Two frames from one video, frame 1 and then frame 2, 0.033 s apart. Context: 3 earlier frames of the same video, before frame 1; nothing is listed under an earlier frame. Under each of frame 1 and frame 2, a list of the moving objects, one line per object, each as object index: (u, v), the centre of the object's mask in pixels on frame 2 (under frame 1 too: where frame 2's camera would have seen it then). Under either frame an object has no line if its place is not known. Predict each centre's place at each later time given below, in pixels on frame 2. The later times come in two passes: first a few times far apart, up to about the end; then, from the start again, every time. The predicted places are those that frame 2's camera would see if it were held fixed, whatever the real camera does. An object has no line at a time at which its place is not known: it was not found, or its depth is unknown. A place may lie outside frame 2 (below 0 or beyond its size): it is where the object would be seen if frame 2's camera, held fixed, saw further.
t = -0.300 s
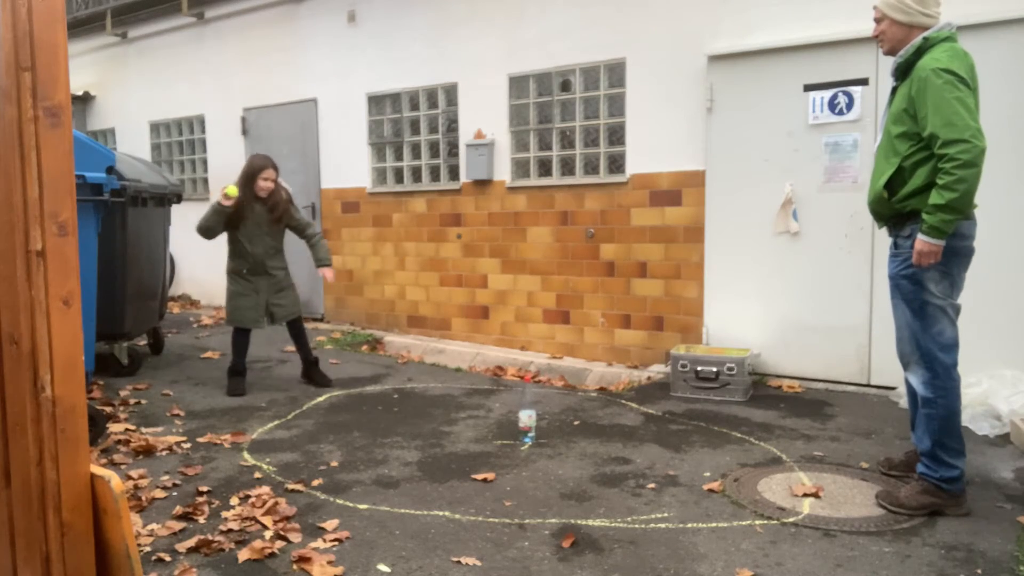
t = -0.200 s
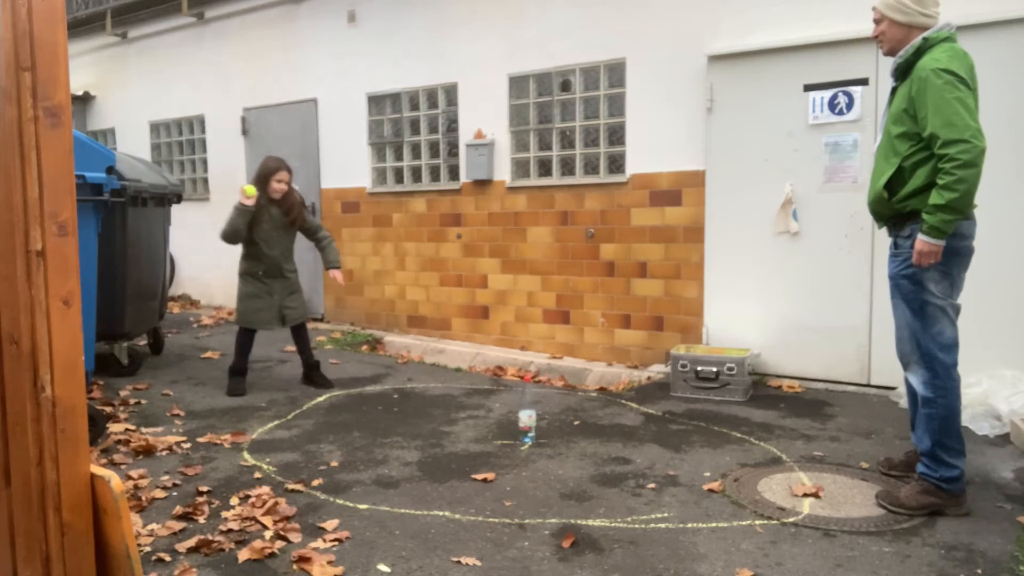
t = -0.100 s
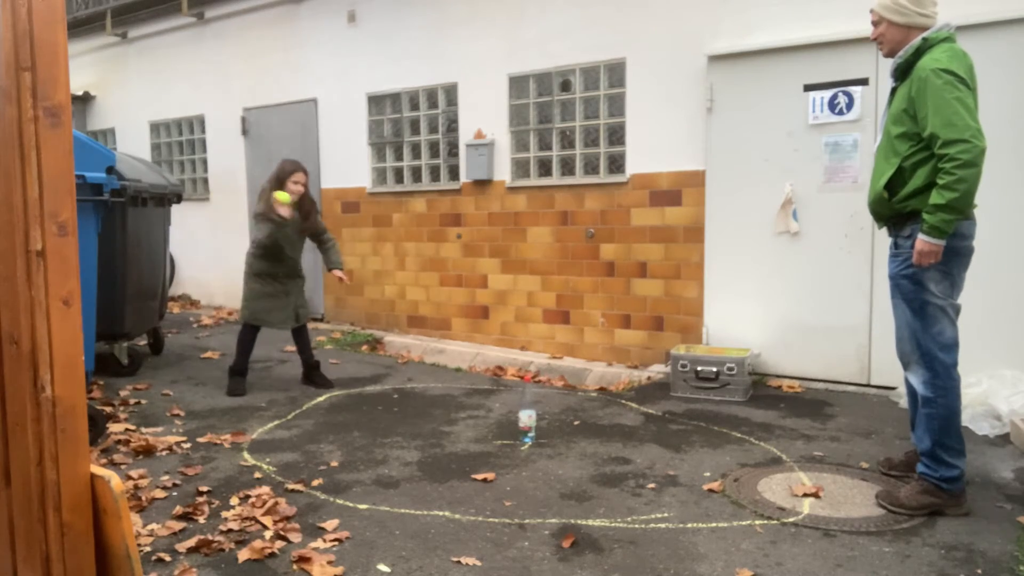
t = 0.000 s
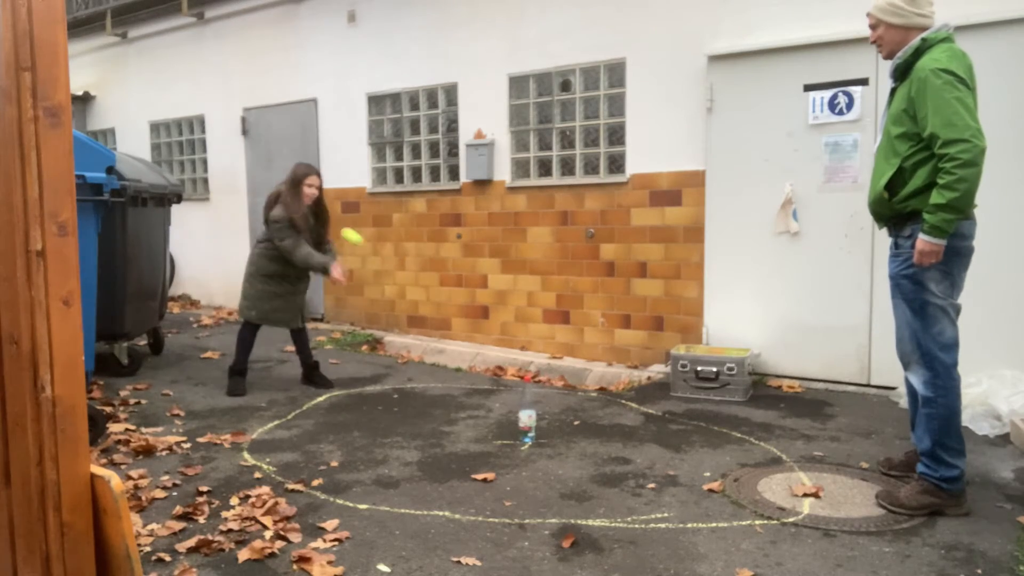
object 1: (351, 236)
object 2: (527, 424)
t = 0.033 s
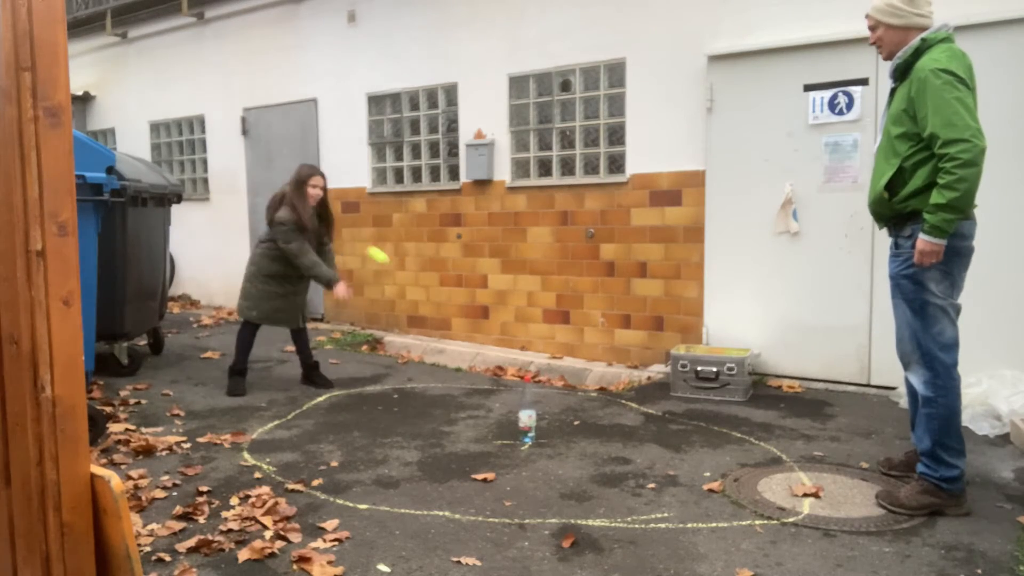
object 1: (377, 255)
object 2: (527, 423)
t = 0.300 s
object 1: (496, 425)
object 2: (564, 424)
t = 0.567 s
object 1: (422, 400)
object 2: (593, 438)
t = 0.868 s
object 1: (354, 404)
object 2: (596, 439)
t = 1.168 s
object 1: (300, 408)
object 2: (596, 440)
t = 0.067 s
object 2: (527, 424)
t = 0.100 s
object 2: (527, 424)
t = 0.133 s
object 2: (527, 423)
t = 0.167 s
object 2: (527, 423)
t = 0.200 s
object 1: (514, 386)
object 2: (527, 424)
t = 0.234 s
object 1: (512, 400)
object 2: (537, 421)
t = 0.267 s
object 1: (504, 411)
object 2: (555, 417)
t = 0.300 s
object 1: (496, 425)
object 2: (564, 424)
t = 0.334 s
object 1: (487, 428)
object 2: (569, 430)
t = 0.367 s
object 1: (477, 417)
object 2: (576, 431)
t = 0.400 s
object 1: (468, 408)
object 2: (582, 435)
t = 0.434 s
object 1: (458, 402)
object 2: (586, 437)
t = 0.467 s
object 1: (449, 398)
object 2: (586, 436)
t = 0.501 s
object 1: (440, 396)
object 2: (587, 437)
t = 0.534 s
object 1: (431, 397)
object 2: (590, 438)
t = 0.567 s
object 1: (422, 400)
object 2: (593, 438)
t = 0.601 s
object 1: (414, 405)
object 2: (595, 438)
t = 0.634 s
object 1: (405, 412)
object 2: (596, 438)
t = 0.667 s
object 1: (397, 422)
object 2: (597, 438)
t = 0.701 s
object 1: (389, 423)
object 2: (597, 438)
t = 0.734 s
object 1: (382, 415)
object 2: (597, 439)
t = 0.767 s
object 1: (374, 408)
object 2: (597, 439)
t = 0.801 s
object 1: (367, 405)
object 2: (597, 439)
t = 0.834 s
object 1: (360, 403)
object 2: (596, 439)
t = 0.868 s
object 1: (354, 404)
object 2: (596, 439)
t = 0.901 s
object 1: (347, 407)
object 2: (596, 439)
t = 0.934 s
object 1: (340, 412)
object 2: (597, 439)
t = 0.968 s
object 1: (334, 419)
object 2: (596, 439)
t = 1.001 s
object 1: (328, 415)
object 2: (596, 440)
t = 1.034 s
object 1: (322, 409)
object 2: (596, 440)
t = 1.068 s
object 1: (316, 406)
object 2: (596, 440)
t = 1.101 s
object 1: (311, 404)
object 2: (596, 440)
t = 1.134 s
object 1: (306, 405)
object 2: (596, 440)
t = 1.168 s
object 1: (300, 408)
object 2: (596, 440)
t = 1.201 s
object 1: (295, 414)
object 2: (596, 440)
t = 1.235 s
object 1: (290, 413)
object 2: (596, 440)
